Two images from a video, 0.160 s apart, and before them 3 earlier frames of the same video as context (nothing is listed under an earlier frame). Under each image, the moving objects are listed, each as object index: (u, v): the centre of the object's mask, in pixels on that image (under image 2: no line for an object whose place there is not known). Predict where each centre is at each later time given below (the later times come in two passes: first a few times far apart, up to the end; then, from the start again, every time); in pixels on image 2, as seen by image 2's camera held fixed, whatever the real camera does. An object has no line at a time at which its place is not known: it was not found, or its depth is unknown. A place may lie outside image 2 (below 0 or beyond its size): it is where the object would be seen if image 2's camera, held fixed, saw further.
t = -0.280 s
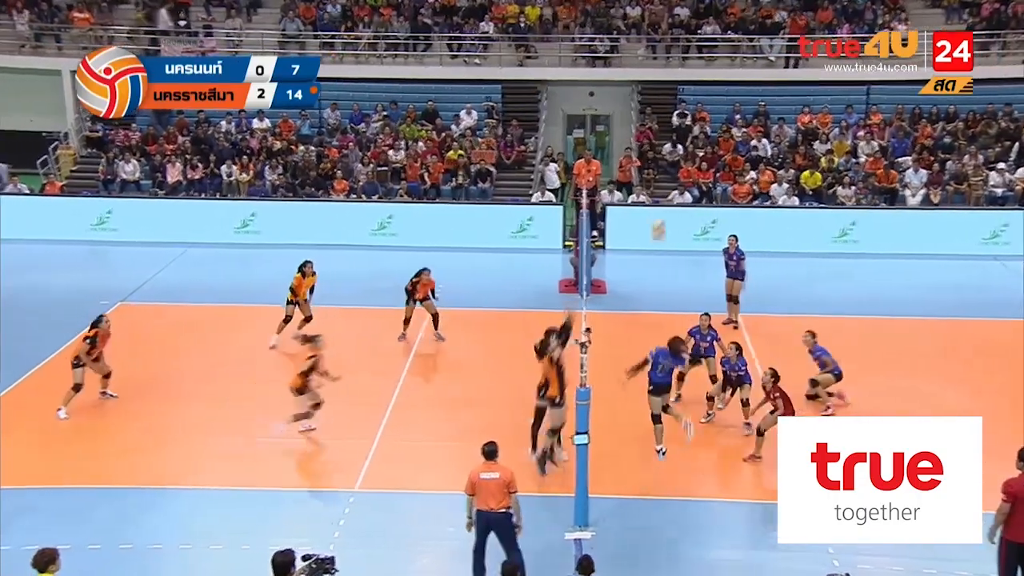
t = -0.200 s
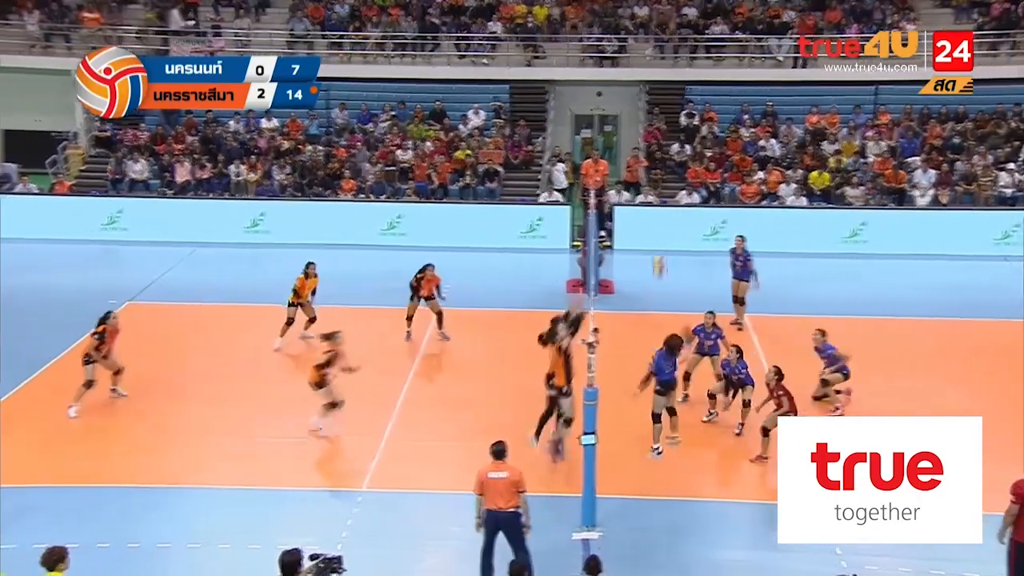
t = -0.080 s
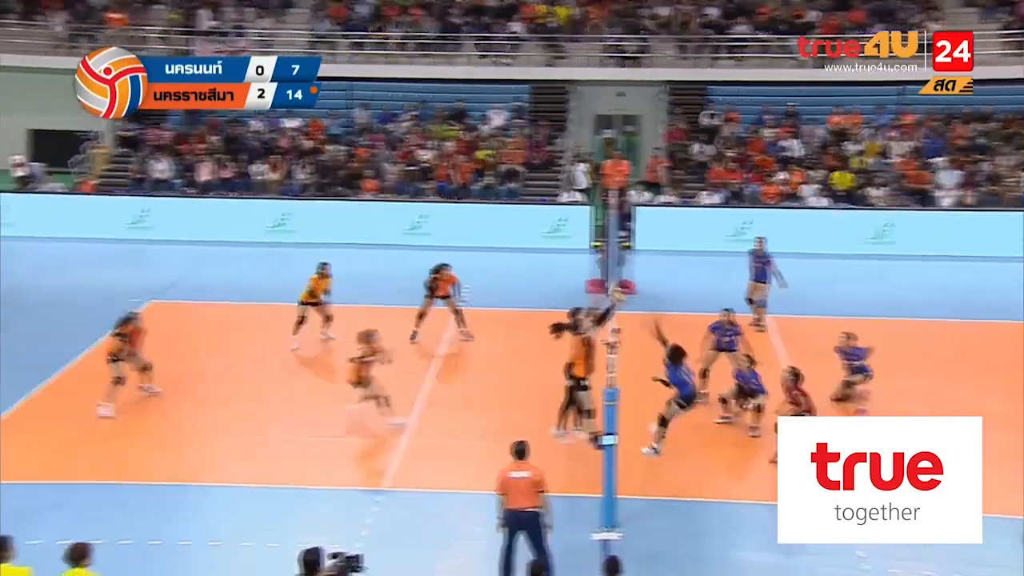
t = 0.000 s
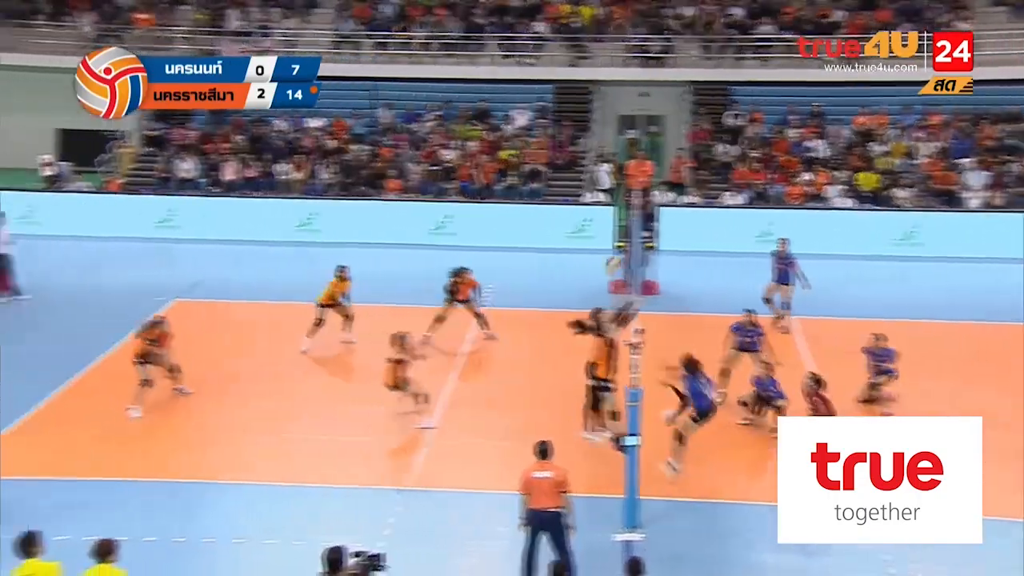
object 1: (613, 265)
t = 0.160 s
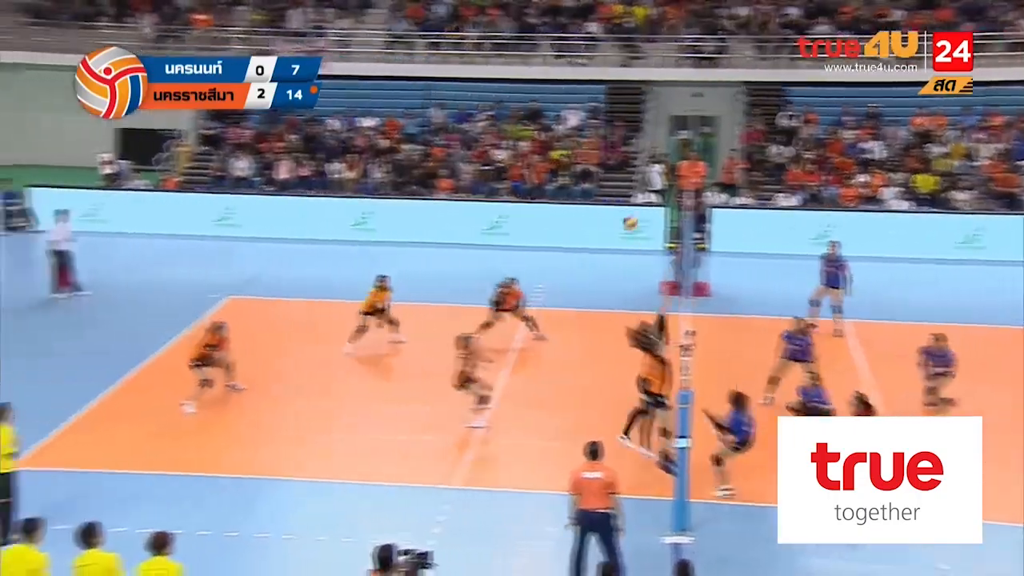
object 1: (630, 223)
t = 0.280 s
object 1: (606, 204)
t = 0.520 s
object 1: (562, 202)
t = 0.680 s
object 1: (536, 223)
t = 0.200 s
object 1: (621, 216)
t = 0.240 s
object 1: (613, 209)
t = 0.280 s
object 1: (606, 204)
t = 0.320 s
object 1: (598, 201)
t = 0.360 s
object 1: (591, 199)
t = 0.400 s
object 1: (583, 198)
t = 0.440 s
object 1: (576, 198)
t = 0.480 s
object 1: (569, 200)
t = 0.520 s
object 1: (562, 202)
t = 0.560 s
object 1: (555, 206)
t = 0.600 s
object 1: (549, 211)
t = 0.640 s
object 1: (542, 216)
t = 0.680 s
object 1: (536, 223)
